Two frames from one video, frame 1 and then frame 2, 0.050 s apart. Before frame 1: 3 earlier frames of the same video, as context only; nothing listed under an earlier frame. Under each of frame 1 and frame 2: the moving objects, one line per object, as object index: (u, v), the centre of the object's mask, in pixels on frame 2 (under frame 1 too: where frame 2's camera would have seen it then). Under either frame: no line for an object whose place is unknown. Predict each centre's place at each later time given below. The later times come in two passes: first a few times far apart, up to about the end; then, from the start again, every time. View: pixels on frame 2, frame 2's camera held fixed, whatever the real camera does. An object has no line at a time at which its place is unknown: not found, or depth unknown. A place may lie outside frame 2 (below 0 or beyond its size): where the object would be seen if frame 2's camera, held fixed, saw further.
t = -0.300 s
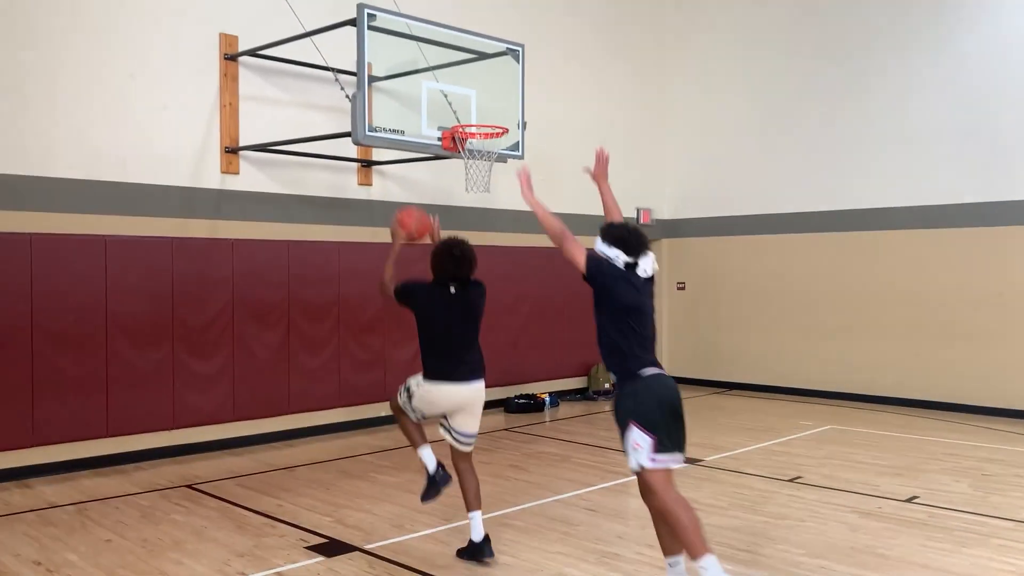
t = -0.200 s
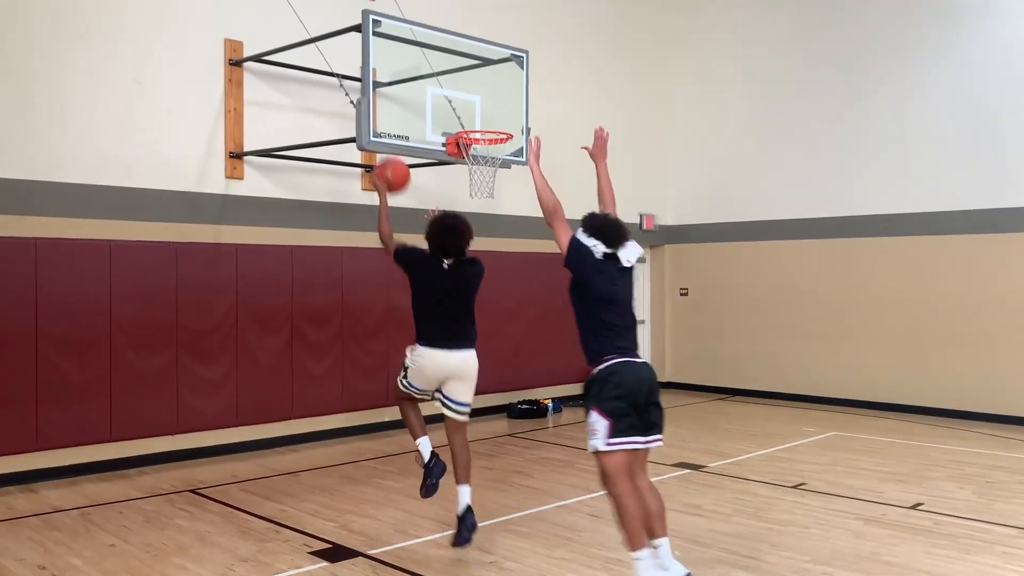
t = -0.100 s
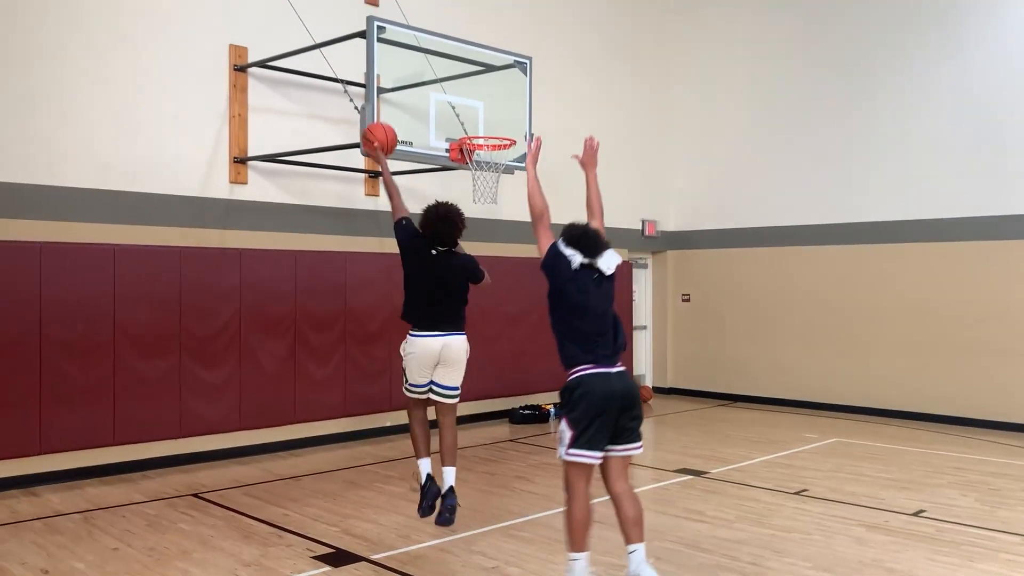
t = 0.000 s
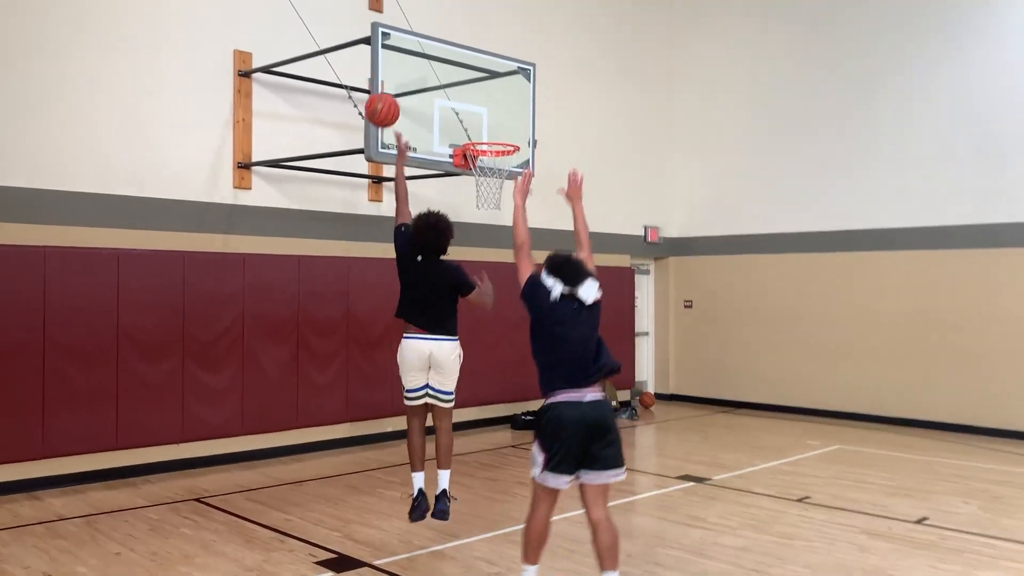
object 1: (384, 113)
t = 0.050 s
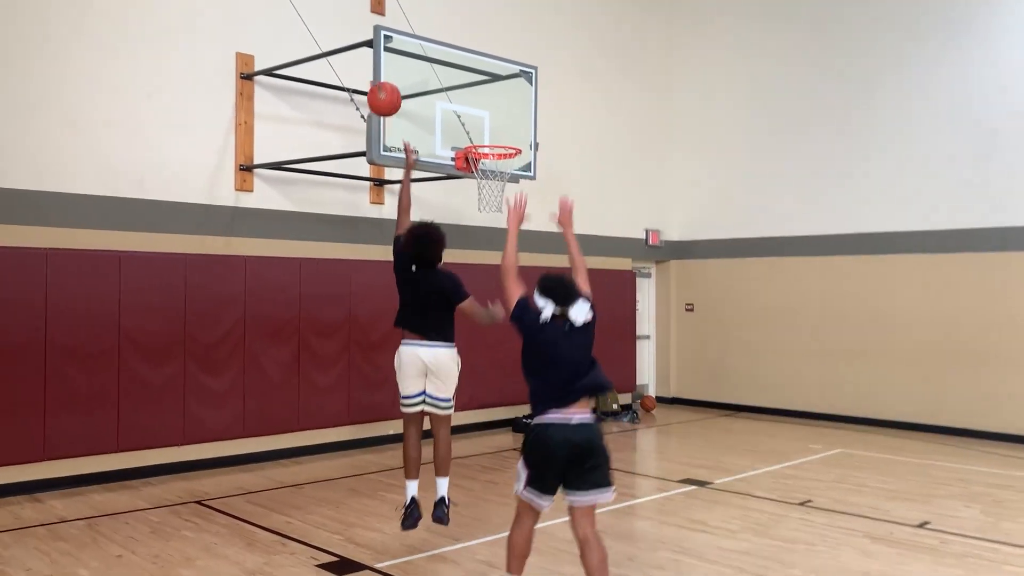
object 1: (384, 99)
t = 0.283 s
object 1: (385, 83)
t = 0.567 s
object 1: (384, 157)
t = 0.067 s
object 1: (384, 95)
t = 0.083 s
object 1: (384, 92)
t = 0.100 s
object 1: (384, 89)
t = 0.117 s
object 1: (384, 87)
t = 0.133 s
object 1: (385, 85)
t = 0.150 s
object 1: (385, 83)
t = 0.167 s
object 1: (385, 82)
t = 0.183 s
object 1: (385, 81)
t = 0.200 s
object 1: (385, 80)
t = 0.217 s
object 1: (385, 80)
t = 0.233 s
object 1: (385, 81)
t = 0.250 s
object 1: (384, 81)
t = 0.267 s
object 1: (385, 82)
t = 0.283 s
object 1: (385, 83)
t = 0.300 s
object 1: (385, 85)
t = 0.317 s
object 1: (384, 87)
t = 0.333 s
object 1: (385, 89)
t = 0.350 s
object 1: (384, 92)
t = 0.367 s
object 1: (384, 95)
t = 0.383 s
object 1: (385, 99)
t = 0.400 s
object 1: (384, 102)
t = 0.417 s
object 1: (384, 106)
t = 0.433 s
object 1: (385, 110)
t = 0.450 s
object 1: (385, 115)
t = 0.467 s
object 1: (385, 120)
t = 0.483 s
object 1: (384, 126)
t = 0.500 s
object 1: (384, 131)
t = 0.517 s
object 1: (384, 137)
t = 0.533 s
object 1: (384, 144)
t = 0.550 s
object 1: (384, 150)
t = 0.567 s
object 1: (384, 157)
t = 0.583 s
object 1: (384, 164)
